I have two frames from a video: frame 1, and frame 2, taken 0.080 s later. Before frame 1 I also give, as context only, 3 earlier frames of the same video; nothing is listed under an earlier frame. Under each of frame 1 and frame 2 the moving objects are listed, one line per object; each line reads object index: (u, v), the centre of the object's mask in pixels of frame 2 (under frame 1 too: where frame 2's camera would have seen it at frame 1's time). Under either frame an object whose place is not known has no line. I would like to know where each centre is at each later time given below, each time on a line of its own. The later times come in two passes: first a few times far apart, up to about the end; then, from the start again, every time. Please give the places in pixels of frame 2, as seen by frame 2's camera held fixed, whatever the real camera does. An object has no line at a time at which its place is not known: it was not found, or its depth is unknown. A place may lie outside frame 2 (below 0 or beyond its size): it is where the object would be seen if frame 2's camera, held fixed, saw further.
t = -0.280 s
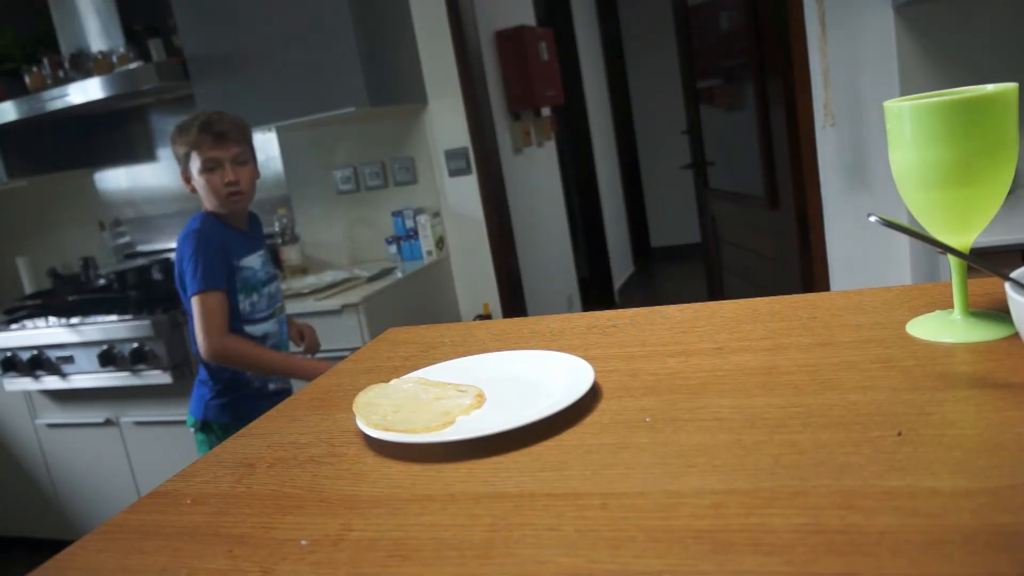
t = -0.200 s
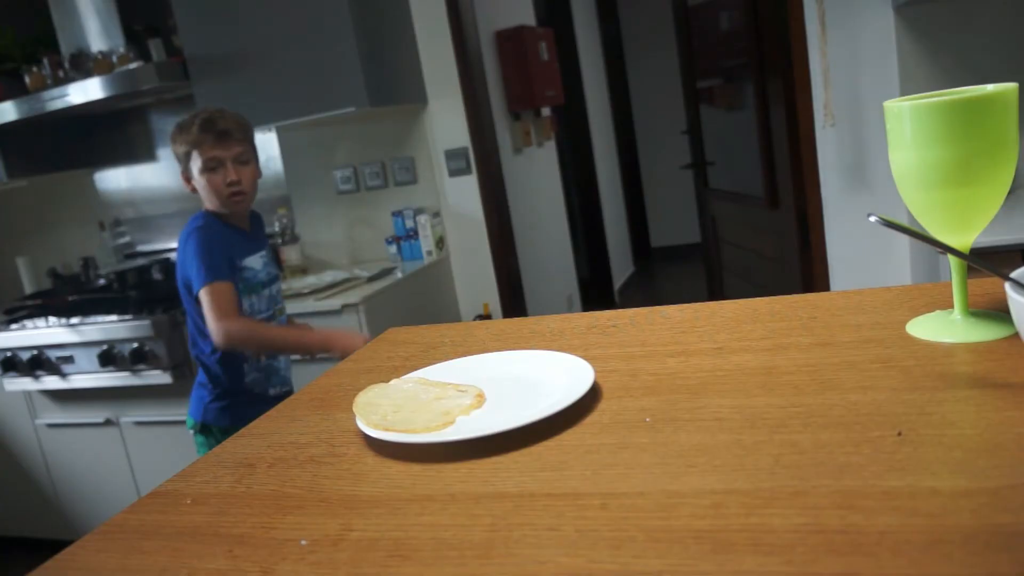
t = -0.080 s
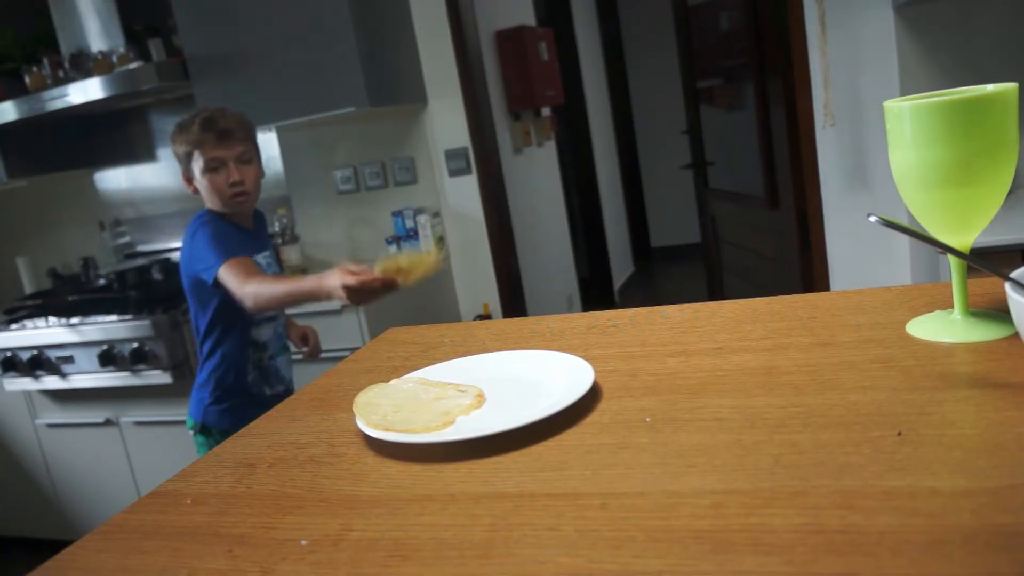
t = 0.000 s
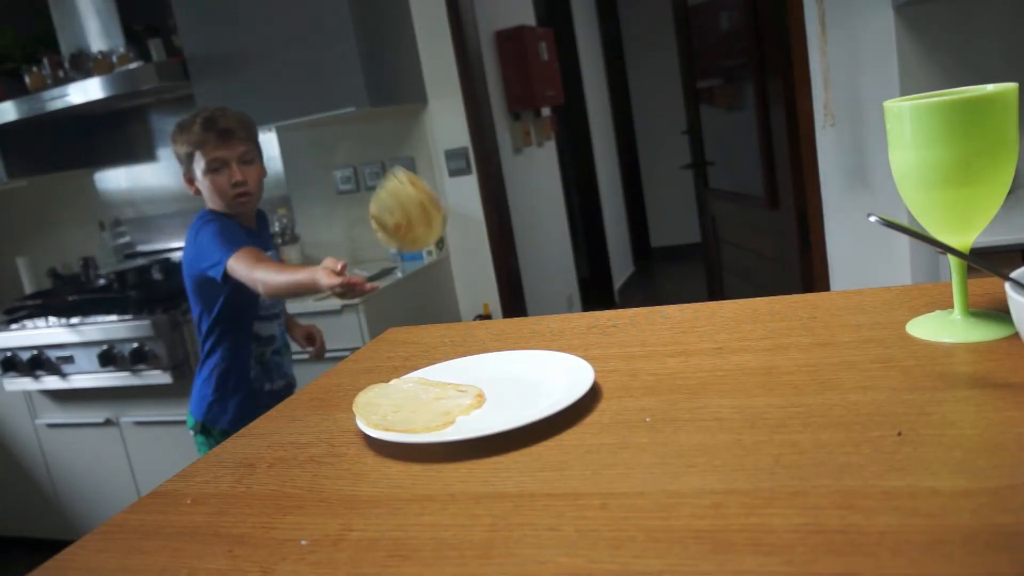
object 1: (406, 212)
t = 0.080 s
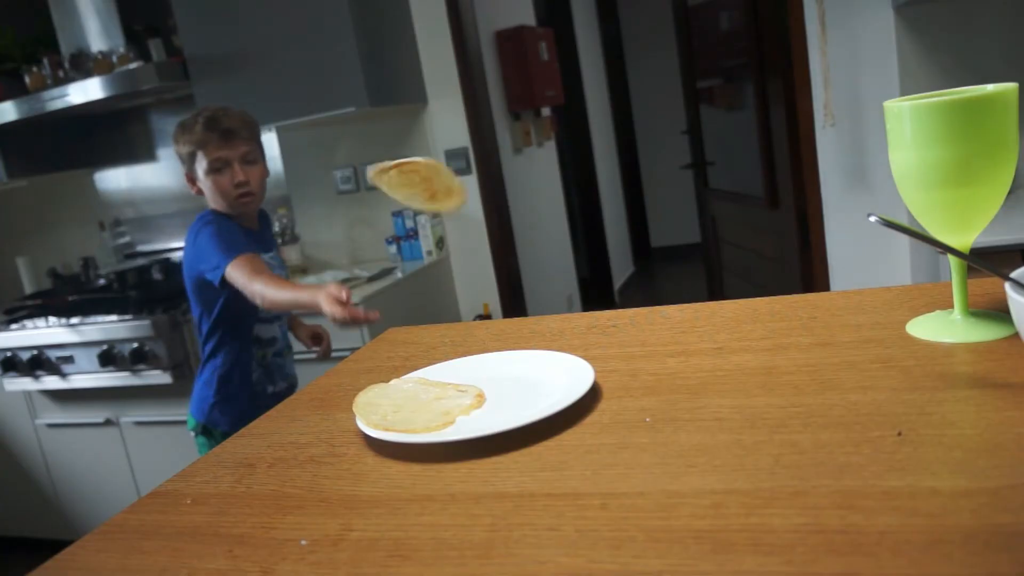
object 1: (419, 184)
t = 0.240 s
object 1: (493, 285)
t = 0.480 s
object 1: (510, 396)
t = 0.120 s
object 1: (428, 186)
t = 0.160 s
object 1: (446, 199)
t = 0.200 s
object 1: (466, 229)
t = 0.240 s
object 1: (493, 285)
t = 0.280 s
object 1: (510, 360)
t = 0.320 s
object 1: (505, 394)
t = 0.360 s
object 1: (509, 396)
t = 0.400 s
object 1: (509, 396)
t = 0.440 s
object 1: (509, 396)
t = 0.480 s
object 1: (510, 396)
